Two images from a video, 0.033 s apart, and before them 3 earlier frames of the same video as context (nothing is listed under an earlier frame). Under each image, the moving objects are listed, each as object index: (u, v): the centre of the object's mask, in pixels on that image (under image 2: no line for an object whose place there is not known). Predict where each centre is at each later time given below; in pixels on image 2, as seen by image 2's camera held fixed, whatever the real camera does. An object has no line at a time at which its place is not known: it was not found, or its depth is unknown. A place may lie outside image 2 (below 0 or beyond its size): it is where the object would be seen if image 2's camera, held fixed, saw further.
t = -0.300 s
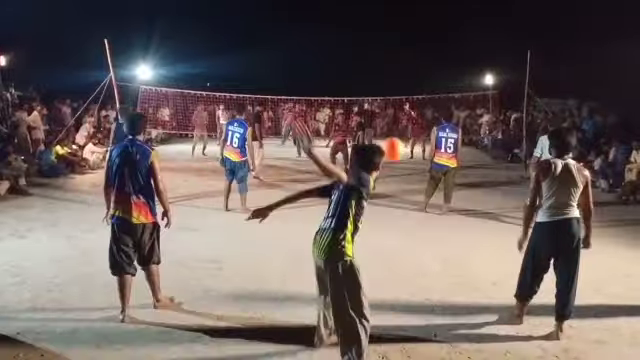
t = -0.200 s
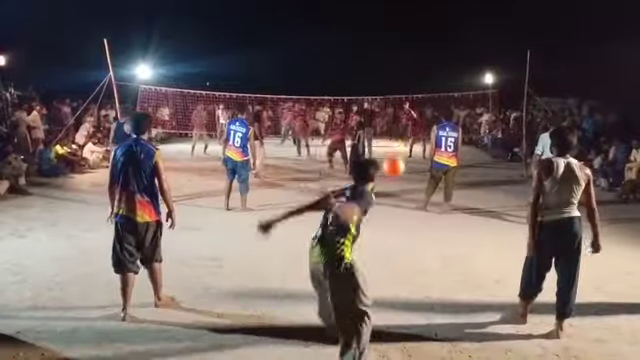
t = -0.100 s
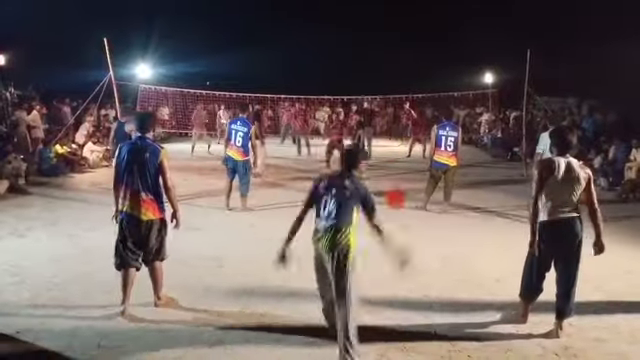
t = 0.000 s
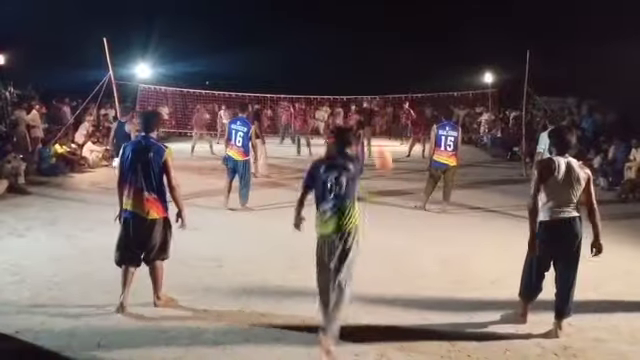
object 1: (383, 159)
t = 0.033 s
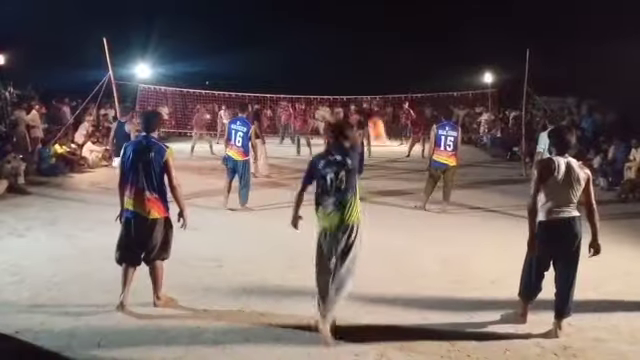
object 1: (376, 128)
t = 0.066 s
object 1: (373, 114)
